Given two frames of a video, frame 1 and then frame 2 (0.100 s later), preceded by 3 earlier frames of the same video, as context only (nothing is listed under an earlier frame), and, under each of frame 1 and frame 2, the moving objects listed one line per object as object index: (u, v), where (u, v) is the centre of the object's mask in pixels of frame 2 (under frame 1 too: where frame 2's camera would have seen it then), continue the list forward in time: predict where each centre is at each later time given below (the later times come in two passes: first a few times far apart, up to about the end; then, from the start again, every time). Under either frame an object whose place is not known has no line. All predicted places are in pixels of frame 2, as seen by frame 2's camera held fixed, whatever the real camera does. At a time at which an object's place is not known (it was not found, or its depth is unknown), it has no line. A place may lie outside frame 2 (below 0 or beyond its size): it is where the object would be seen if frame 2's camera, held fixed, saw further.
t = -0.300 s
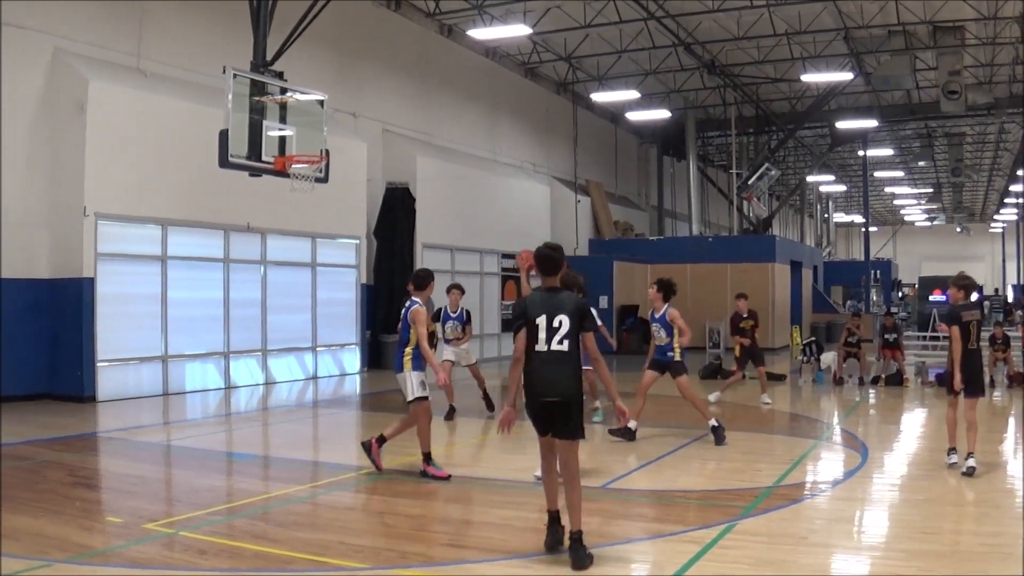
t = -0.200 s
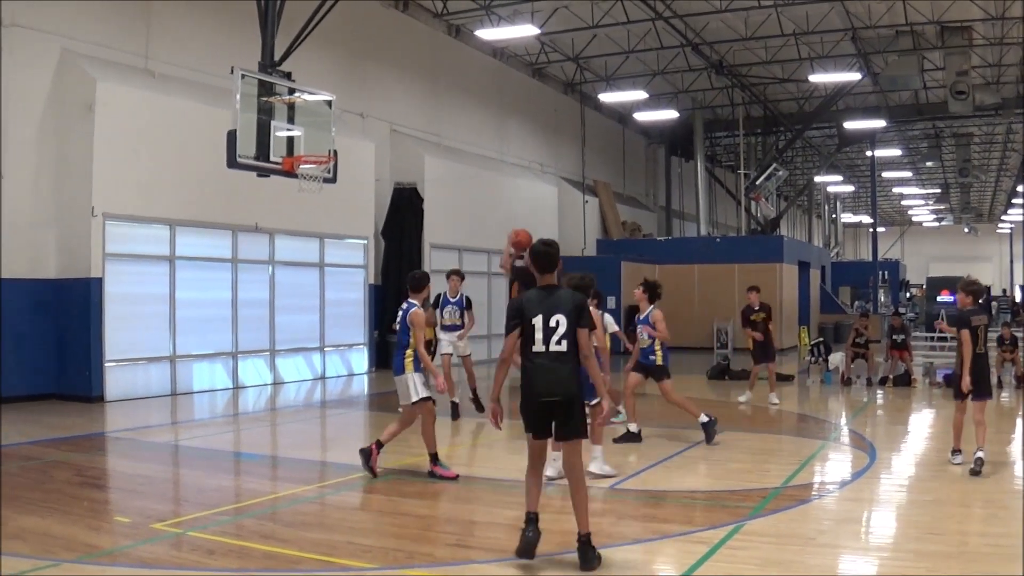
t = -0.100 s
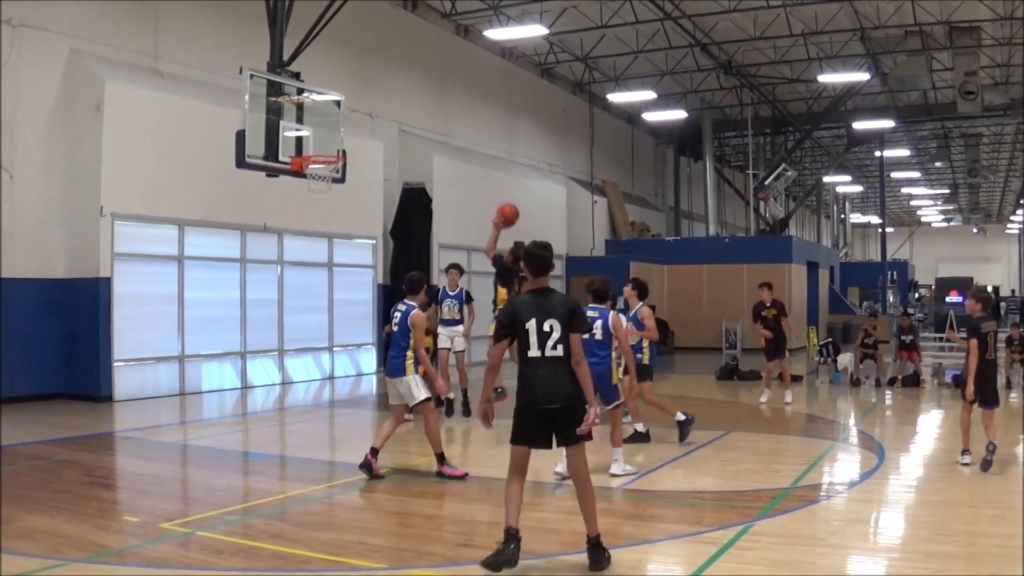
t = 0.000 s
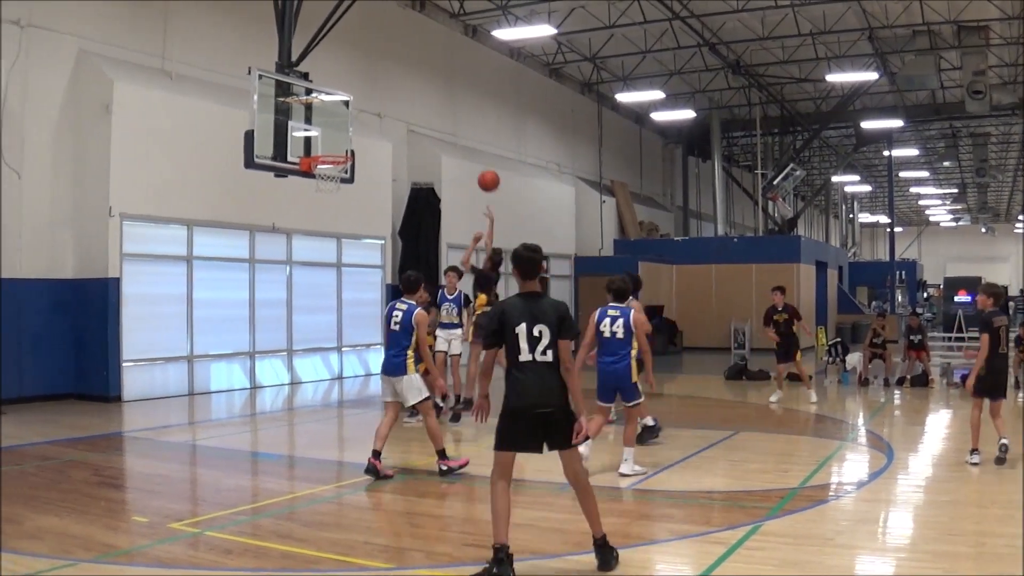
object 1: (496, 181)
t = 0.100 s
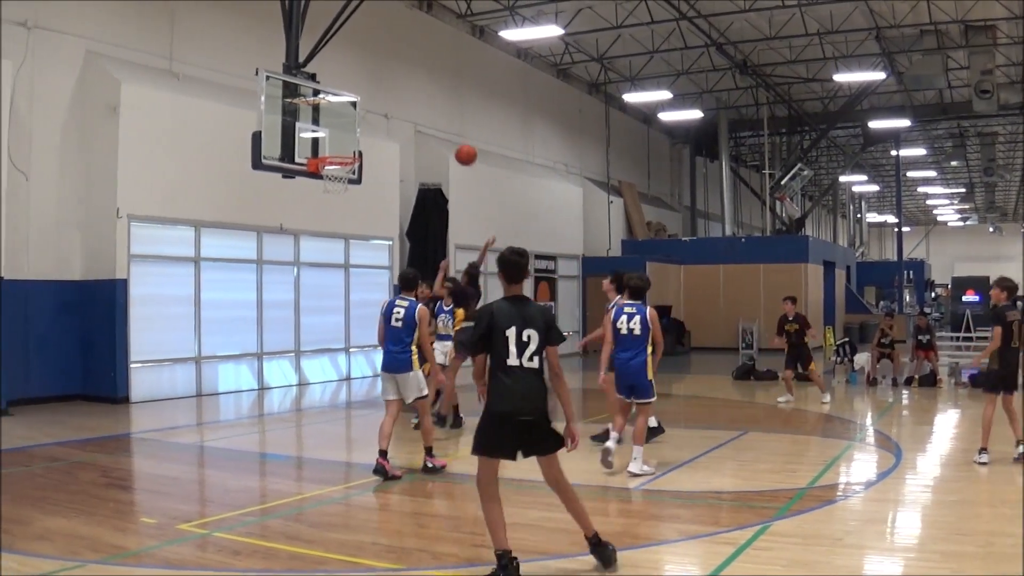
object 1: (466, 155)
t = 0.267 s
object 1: (417, 132)
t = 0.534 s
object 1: (345, 146)
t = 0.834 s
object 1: (367, 148)
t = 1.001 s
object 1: (393, 173)
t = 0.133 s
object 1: (456, 148)
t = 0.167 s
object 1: (446, 142)
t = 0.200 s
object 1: (436, 138)
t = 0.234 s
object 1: (427, 135)
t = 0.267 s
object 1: (417, 132)
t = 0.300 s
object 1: (408, 130)
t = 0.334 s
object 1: (399, 130)
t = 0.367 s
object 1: (390, 130)
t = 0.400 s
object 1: (381, 132)
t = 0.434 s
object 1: (371, 134)
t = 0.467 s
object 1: (362, 137)
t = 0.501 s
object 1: (353, 141)
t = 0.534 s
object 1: (345, 146)
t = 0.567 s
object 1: (336, 150)
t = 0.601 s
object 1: (334, 151)
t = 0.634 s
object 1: (338, 149)
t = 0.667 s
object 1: (343, 147)
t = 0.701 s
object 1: (348, 146)
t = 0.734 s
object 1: (352, 145)
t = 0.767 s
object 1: (357, 145)
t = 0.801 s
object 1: (362, 146)
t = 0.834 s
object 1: (367, 148)
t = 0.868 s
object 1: (372, 150)
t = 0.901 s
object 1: (377, 154)
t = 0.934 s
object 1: (382, 159)
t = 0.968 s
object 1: (387, 166)
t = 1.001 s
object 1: (393, 173)
